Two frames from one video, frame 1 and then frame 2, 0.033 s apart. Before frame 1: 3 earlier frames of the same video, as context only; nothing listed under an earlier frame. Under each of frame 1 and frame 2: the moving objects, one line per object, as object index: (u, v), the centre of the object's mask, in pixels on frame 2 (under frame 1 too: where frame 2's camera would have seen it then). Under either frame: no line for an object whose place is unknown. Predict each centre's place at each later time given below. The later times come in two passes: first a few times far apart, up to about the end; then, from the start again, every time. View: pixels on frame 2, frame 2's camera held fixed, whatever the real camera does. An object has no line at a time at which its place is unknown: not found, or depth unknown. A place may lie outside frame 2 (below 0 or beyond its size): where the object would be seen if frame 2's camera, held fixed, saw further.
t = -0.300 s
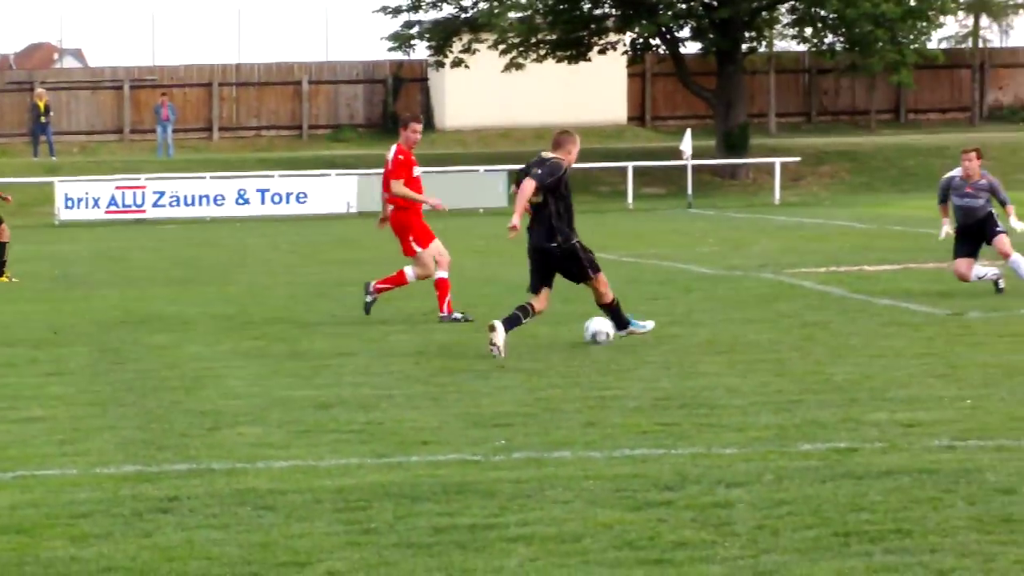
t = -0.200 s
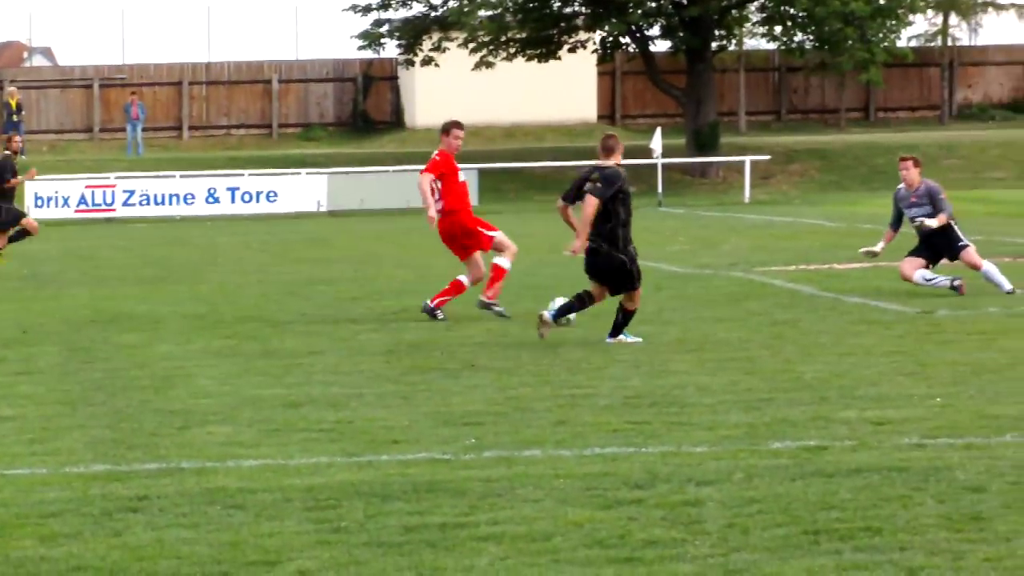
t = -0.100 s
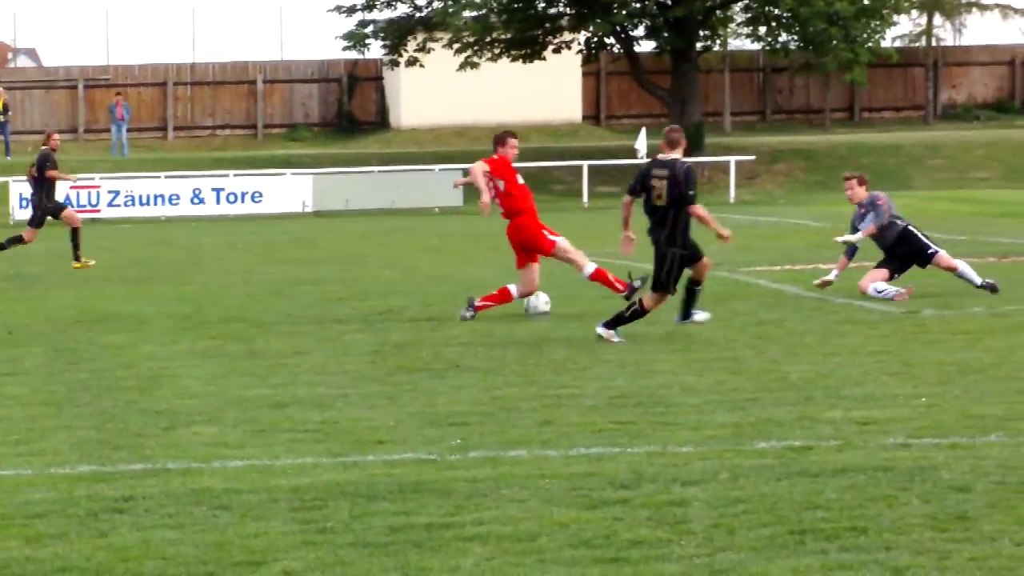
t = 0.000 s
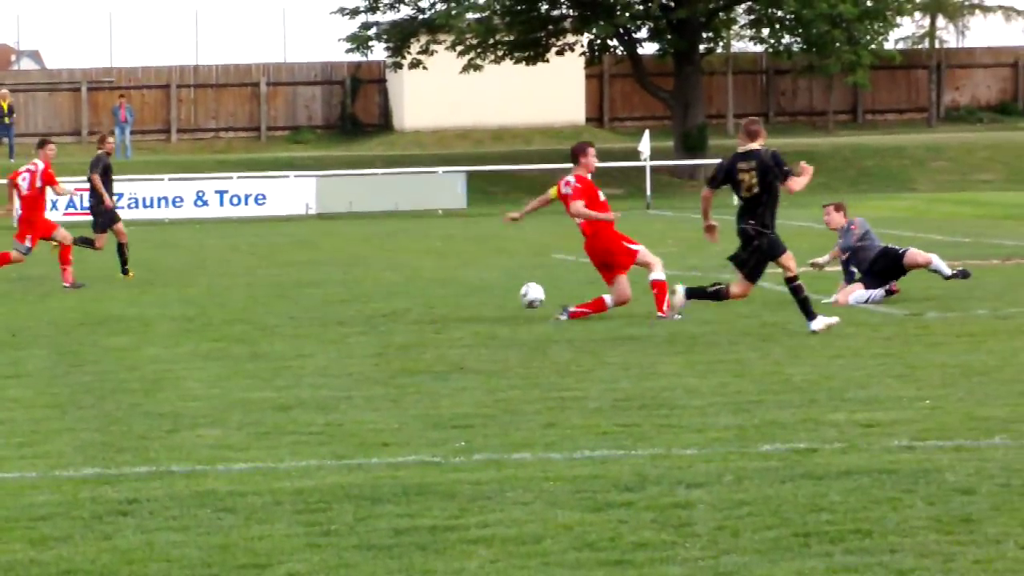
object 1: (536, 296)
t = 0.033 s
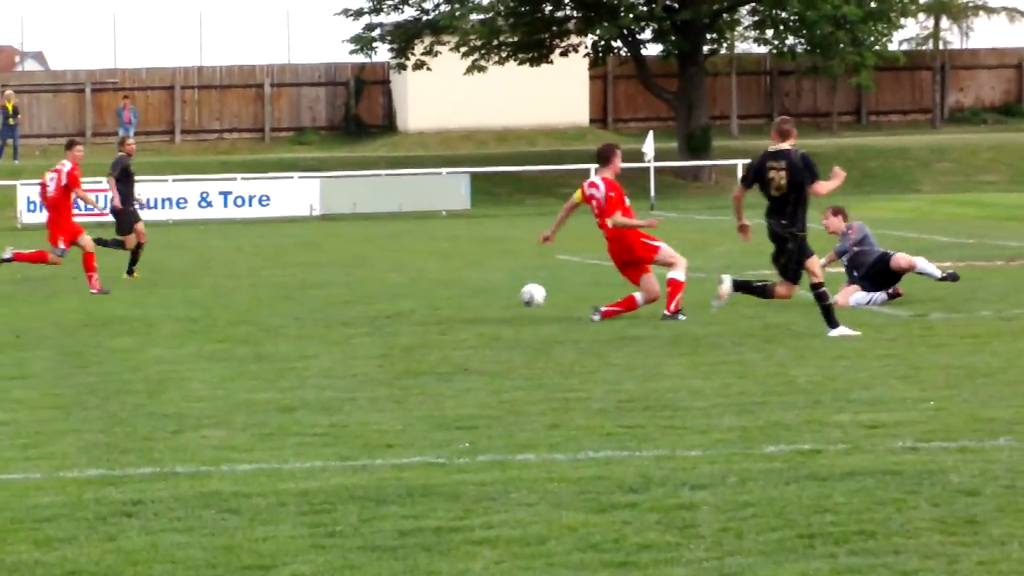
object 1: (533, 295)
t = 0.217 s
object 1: (522, 281)
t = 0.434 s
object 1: (518, 268)
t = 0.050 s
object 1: (531, 294)
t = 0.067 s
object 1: (530, 293)
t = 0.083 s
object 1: (530, 290)
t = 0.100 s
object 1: (529, 288)
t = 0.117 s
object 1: (528, 286)
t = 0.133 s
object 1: (527, 283)
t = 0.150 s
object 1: (526, 282)
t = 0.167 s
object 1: (525, 281)
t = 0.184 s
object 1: (524, 281)
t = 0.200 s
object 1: (523, 280)
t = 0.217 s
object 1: (522, 281)
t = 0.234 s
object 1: (521, 280)
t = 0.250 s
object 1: (520, 280)
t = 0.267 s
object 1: (520, 278)
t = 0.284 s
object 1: (520, 276)
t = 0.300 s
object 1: (520, 274)
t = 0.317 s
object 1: (520, 272)
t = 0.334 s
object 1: (520, 271)
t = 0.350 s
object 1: (519, 270)
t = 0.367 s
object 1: (519, 268)
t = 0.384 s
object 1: (518, 268)
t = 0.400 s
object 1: (518, 268)
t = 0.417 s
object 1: (518, 268)
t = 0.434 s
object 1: (518, 268)
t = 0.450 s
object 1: (518, 269)
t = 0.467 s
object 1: (517, 270)
